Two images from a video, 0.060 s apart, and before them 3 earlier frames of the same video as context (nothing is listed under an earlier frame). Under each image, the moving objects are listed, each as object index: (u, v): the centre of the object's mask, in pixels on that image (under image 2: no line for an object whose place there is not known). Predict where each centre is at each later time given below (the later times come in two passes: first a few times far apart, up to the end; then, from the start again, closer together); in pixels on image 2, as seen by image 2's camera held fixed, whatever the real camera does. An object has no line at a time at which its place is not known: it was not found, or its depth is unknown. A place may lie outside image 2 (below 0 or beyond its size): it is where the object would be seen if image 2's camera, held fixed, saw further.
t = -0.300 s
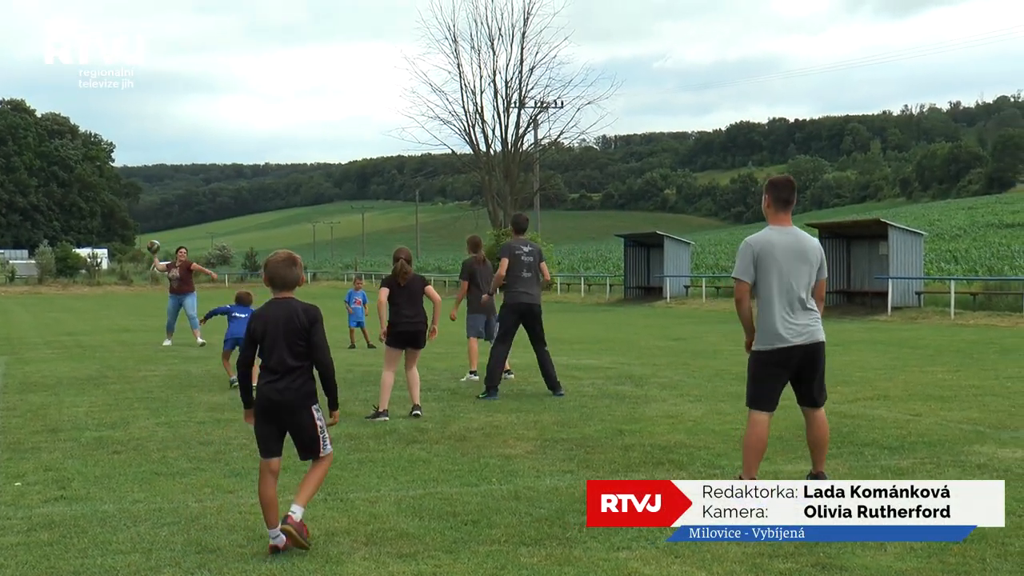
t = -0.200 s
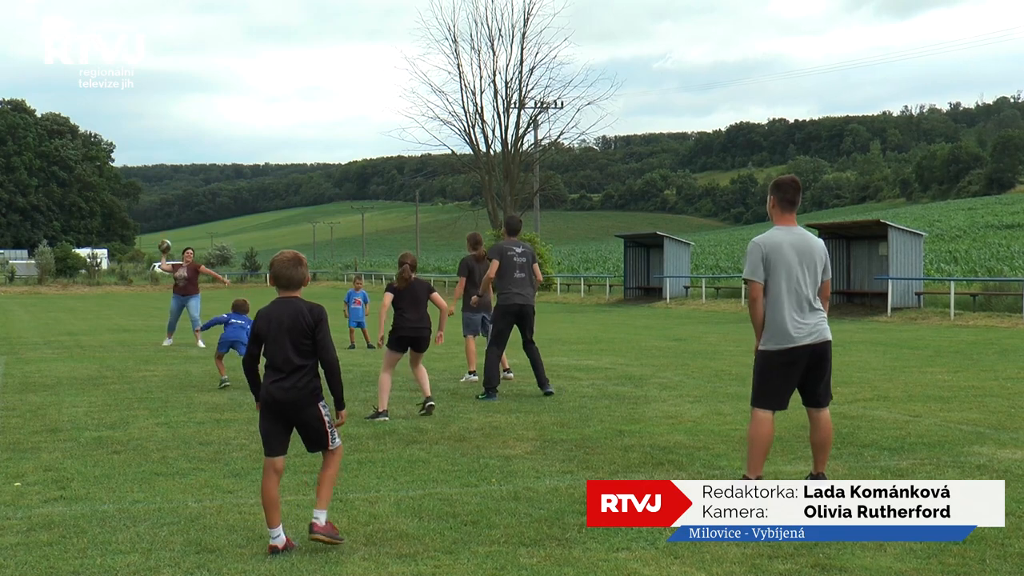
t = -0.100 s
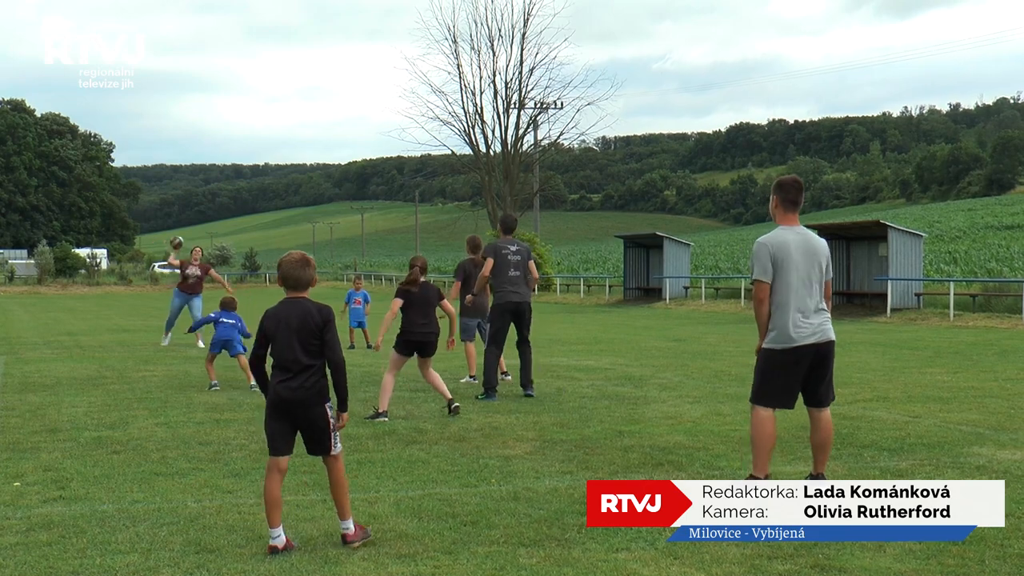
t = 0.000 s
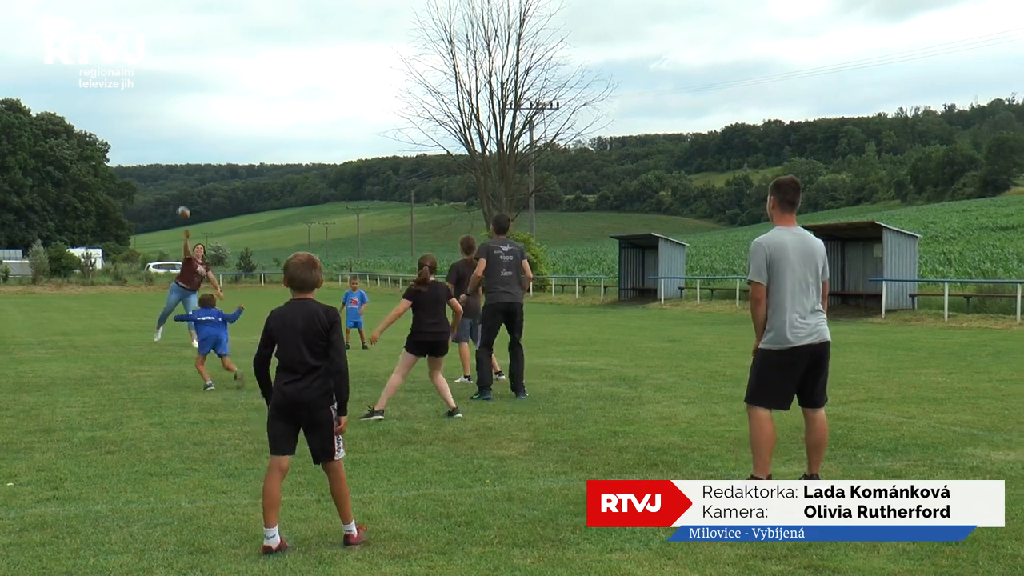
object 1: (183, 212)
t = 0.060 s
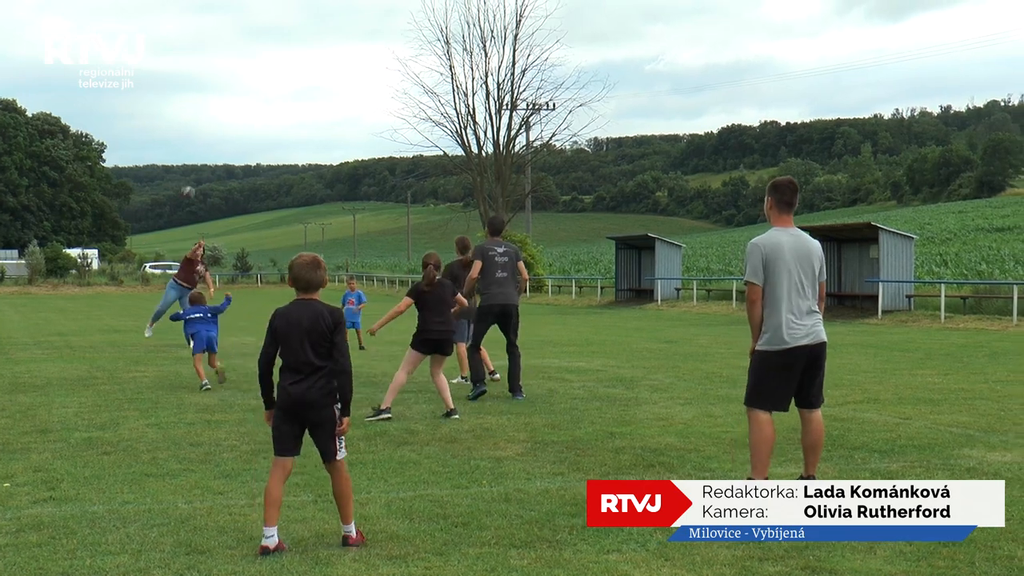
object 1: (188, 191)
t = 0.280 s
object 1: (218, 128)
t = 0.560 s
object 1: (258, 76)
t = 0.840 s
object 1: (301, 69)
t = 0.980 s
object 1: (324, 86)
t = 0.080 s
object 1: (190, 184)
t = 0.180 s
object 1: (204, 155)
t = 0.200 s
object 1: (207, 150)
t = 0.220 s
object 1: (210, 144)
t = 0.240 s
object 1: (213, 139)
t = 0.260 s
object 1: (215, 133)
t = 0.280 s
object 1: (218, 128)
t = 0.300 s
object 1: (221, 123)
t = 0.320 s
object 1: (224, 119)
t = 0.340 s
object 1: (227, 114)
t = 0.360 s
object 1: (230, 110)
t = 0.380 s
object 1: (233, 105)
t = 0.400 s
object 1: (235, 101)
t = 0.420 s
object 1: (238, 97)
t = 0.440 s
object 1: (241, 94)
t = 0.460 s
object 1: (244, 90)
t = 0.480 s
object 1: (246, 87)
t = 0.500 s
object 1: (249, 84)
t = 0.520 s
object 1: (252, 81)
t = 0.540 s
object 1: (255, 79)
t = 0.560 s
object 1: (258, 76)
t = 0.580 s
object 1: (261, 74)
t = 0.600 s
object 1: (264, 72)
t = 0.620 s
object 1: (267, 70)
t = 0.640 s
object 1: (270, 69)
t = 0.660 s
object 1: (273, 67)
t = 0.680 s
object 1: (276, 66)
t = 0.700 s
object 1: (279, 66)
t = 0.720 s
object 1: (282, 65)
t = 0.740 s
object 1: (285, 65)
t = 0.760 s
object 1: (289, 65)
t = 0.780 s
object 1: (292, 66)
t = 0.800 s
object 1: (295, 66)
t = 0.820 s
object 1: (298, 67)
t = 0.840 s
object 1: (301, 69)
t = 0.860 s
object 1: (305, 70)
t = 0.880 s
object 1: (308, 72)
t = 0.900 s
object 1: (311, 74)
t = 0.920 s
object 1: (314, 77)
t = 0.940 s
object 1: (317, 79)
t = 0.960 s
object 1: (320, 82)
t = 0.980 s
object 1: (324, 86)
